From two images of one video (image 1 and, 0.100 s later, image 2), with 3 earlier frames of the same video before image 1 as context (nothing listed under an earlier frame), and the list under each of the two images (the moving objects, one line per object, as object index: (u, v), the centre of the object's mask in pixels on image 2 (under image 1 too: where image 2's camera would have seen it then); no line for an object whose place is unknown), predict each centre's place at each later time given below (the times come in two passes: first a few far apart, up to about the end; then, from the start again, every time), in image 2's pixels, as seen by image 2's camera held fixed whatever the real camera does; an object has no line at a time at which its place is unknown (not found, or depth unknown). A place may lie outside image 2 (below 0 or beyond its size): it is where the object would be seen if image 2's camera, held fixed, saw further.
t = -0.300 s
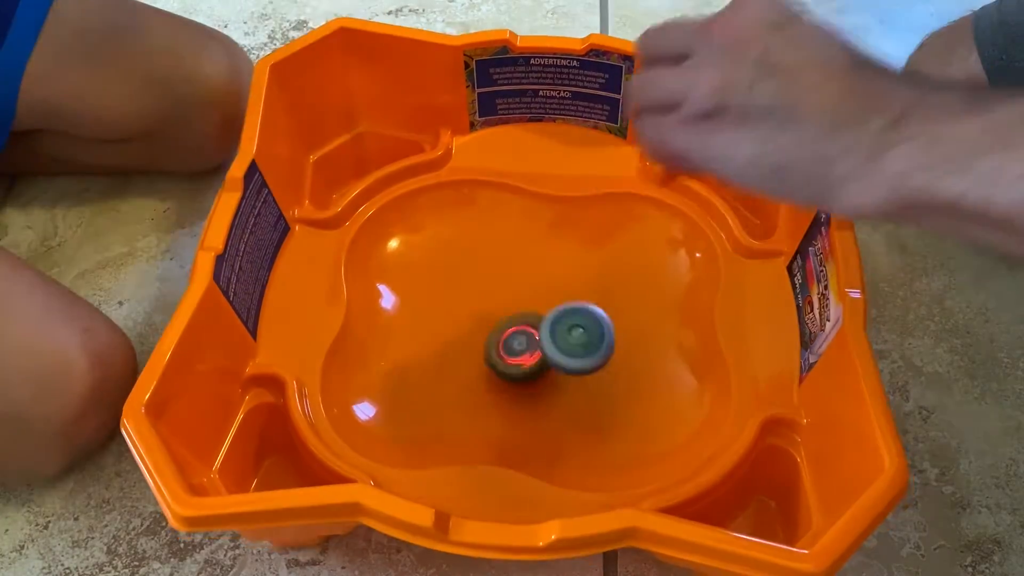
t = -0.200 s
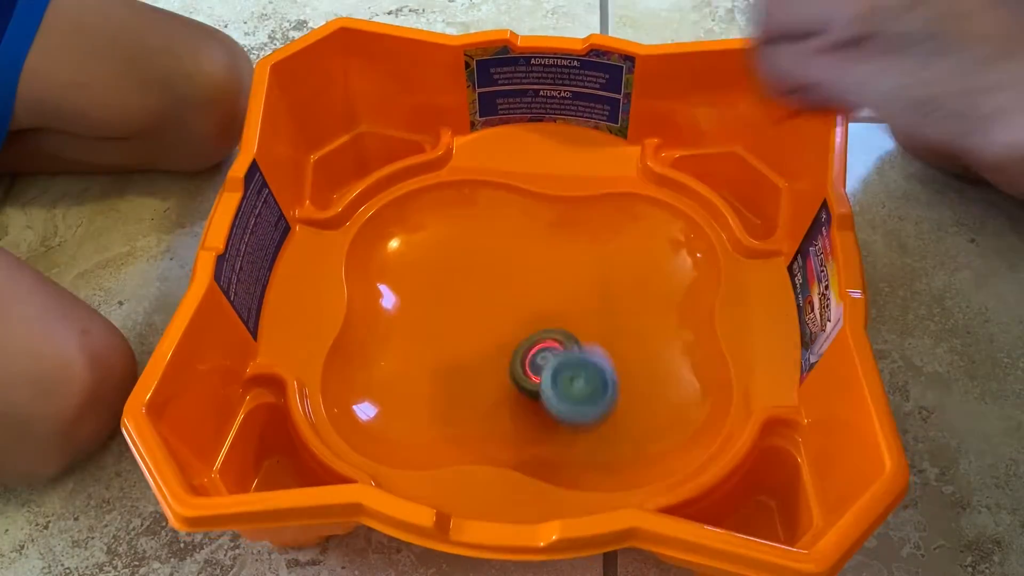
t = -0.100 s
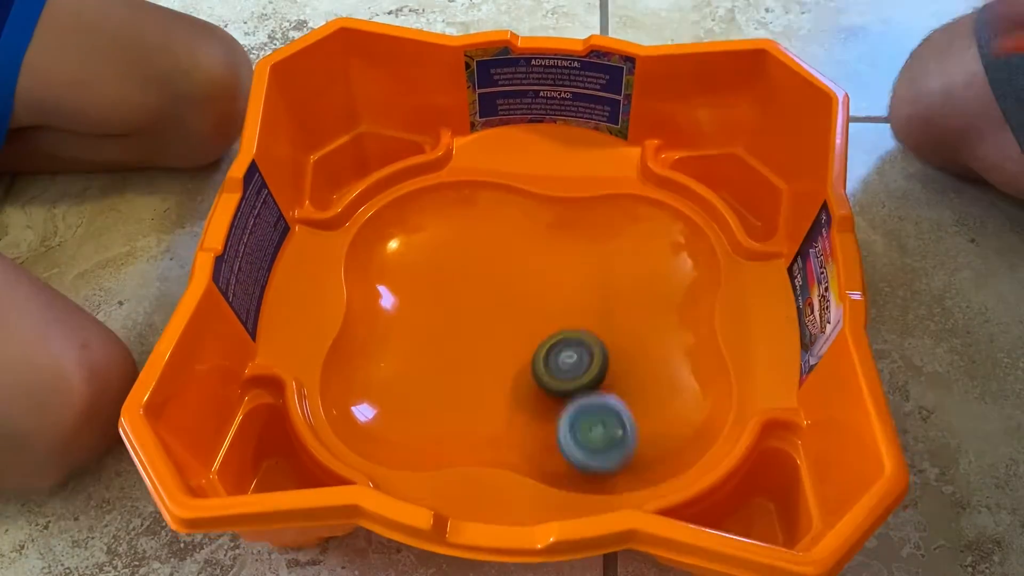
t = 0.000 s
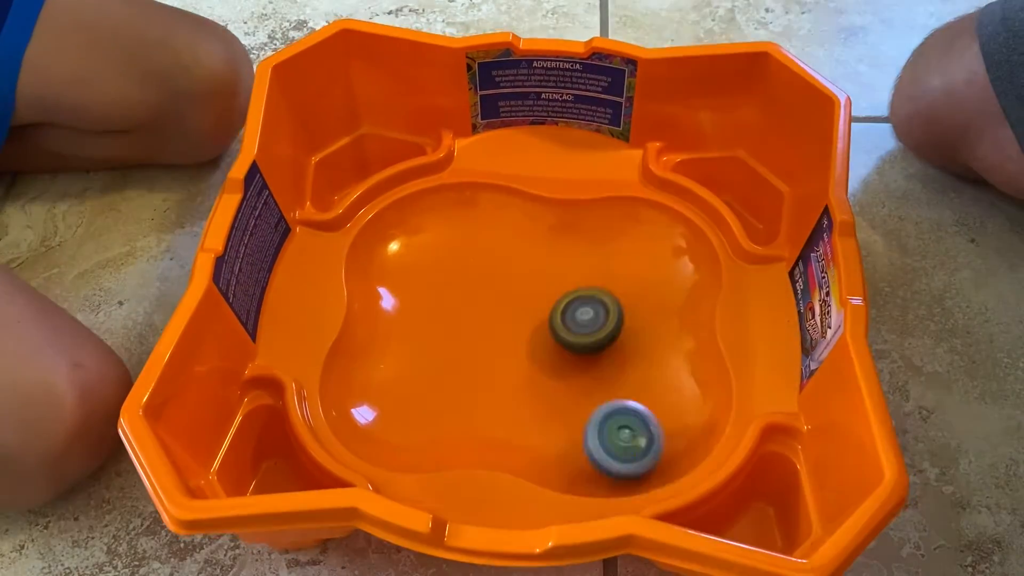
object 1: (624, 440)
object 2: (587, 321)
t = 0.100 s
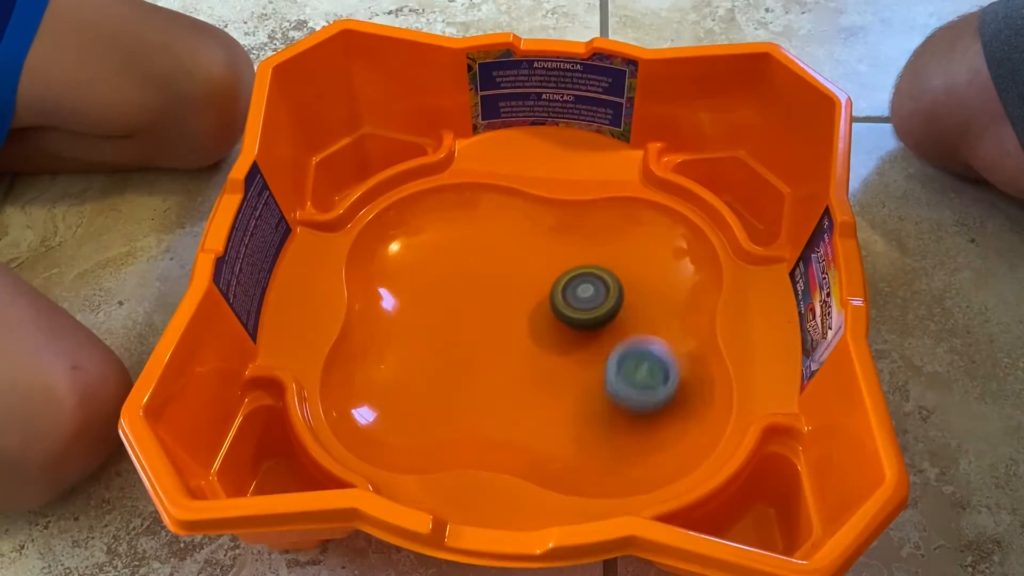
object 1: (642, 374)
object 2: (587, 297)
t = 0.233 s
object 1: (652, 248)
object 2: (551, 299)
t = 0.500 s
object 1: (512, 199)
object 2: (478, 361)
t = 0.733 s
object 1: (388, 358)
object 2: (485, 393)
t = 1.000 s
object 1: (520, 408)
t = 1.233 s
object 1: (605, 340)
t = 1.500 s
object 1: (595, 426)
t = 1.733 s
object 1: (653, 395)
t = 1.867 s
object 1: (627, 342)
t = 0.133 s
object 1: (646, 343)
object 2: (583, 295)
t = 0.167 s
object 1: (647, 312)
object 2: (577, 295)
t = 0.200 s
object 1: (652, 281)
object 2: (564, 296)
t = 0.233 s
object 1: (652, 248)
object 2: (551, 299)
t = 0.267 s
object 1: (644, 213)
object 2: (539, 305)
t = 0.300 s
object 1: (627, 190)
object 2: (526, 312)
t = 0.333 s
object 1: (609, 179)
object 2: (515, 320)
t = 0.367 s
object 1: (591, 177)
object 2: (505, 327)
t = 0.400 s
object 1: (573, 177)
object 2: (497, 334)
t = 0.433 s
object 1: (554, 179)
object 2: (490, 343)
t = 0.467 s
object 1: (533, 185)
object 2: (483, 352)
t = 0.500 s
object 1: (512, 199)
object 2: (478, 361)
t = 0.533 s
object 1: (487, 219)
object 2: (474, 369)
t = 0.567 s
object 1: (458, 242)
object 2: (472, 377)
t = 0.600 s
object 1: (431, 261)
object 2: (471, 383)
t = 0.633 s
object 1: (410, 281)
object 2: (471, 389)
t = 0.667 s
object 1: (397, 301)
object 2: (475, 392)
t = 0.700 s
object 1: (389, 327)
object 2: (479, 393)
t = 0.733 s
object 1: (388, 358)
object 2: (485, 393)
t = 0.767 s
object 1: (393, 393)
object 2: (491, 393)
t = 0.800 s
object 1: (410, 423)
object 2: (498, 392)
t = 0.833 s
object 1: (439, 422)
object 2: (506, 387)
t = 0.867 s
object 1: (473, 404)
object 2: (522, 377)
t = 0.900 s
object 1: (489, 394)
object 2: (537, 366)
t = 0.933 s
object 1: (506, 391)
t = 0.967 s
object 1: (515, 398)
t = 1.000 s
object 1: (520, 408)
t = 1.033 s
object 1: (527, 401)
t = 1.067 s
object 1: (538, 398)
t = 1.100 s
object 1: (552, 388)
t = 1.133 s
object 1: (569, 379)
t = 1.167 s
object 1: (584, 368)
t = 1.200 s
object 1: (597, 355)
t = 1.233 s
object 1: (605, 340)
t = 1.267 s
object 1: (611, 323)
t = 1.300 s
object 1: (609, 327)
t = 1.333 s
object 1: (605, 353)
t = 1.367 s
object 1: (599, 377)
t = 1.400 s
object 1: (595, 393)
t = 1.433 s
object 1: (593, 406)
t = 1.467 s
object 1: (592, 417)
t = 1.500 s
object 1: (595, 426)
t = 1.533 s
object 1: (600, 431)
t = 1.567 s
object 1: (606, 433)
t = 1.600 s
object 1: (614, 431)
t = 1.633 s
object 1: (626, 426)
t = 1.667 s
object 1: (636, 418)
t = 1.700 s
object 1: (646, 408)
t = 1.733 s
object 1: (653, 395)
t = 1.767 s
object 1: (654, 381)
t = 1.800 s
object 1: (648, 367)
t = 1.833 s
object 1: (639, 354)
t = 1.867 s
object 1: (627, 342)
